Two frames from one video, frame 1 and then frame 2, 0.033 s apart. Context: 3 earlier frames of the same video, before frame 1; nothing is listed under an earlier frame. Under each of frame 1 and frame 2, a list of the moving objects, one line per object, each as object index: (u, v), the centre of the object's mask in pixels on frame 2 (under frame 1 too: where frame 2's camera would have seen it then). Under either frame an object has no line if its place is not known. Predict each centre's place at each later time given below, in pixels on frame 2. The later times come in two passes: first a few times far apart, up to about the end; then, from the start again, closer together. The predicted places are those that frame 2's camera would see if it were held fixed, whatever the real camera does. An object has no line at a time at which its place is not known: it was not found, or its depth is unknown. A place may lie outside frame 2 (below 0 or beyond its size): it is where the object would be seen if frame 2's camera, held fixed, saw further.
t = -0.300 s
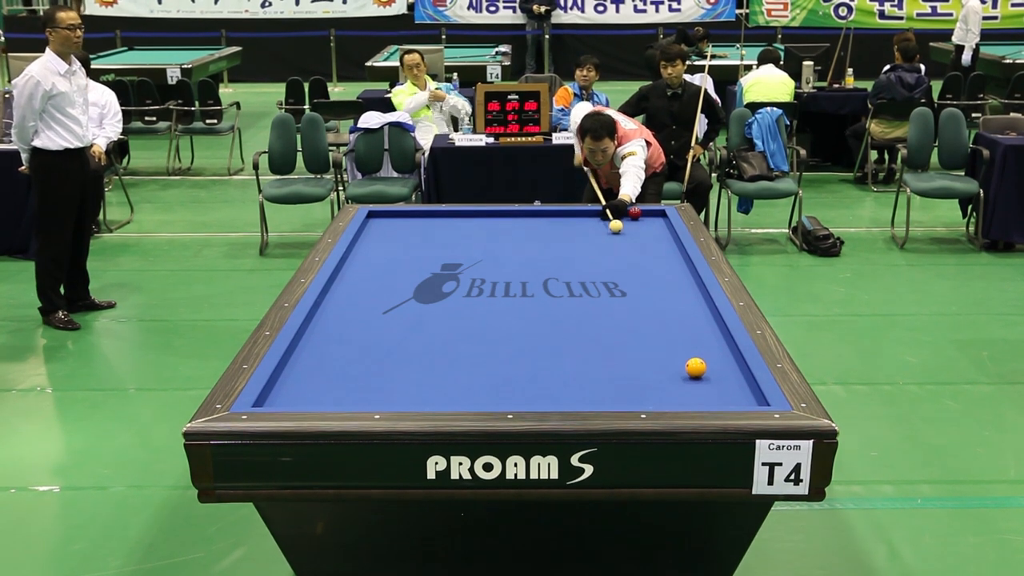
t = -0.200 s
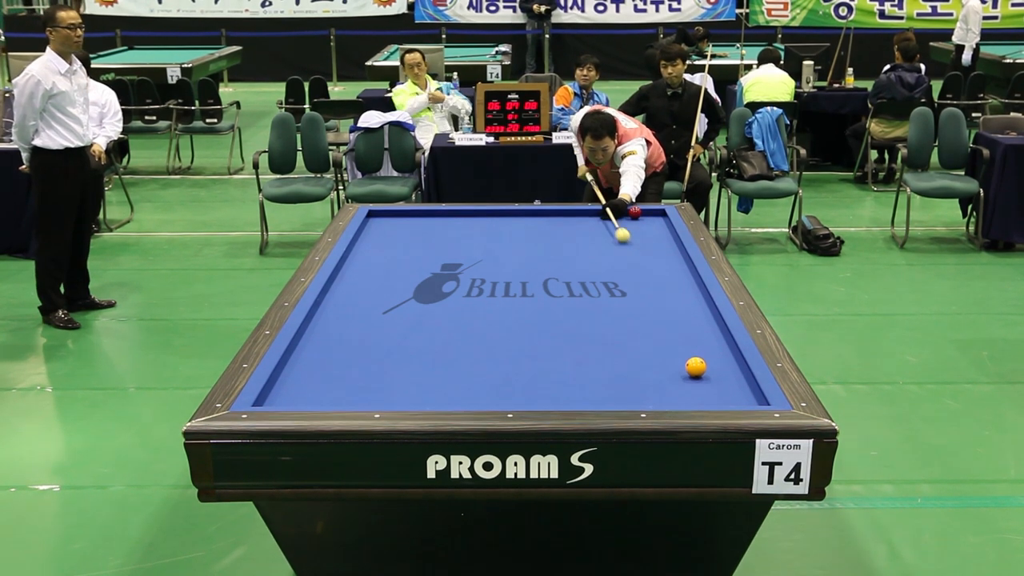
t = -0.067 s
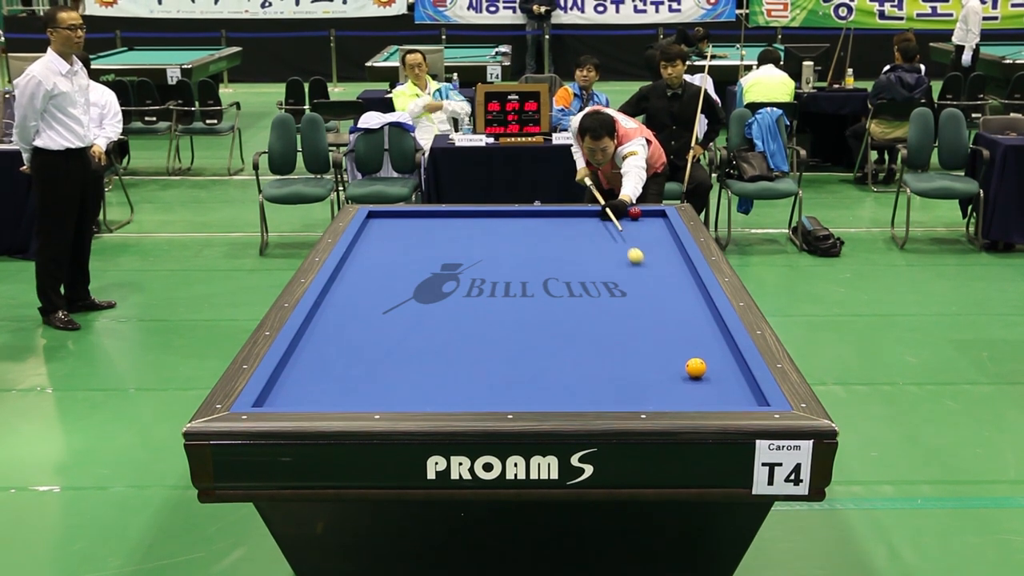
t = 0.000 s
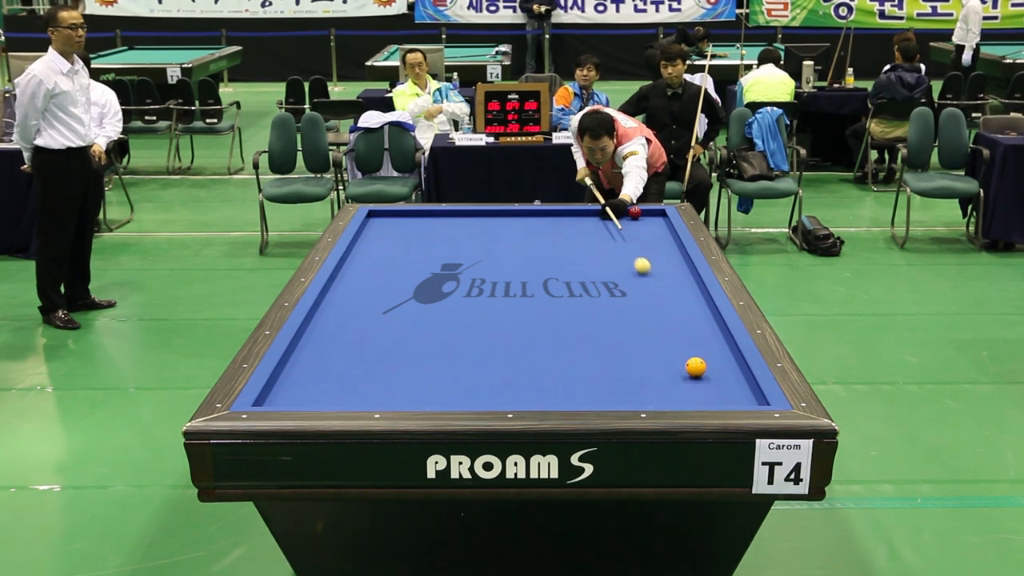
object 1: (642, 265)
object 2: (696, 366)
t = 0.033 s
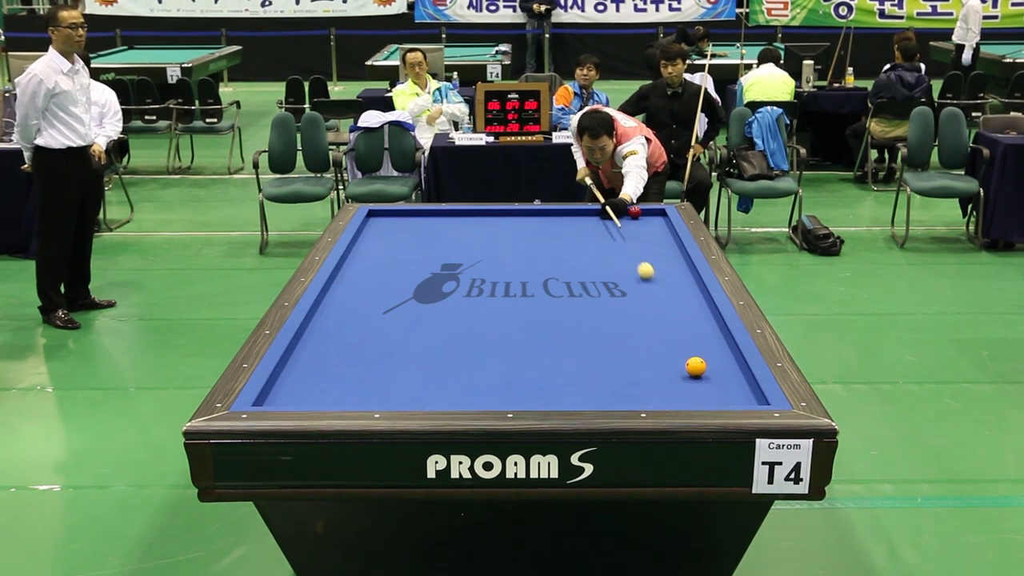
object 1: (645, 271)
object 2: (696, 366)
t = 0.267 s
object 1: (674, 316)
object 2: (696, 366)
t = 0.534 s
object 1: (737, 367)
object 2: (674, 384)
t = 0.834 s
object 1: (676, 396)
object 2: (617, 375)
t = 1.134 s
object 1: (600, 384)
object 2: (580, 346)
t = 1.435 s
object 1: (529, 366)
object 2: (548, 321)
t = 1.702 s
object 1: (472, 350)
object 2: (524, 302)
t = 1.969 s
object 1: (420, 337)
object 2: (502, 285)
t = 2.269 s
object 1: (367, 323)
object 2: (480, 268)
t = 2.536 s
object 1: (323, 311)
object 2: (463, 254)
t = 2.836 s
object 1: (352, 299)
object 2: (446, 240)
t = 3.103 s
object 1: (383, 290)
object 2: (432, 229)
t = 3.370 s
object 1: (412, 281)
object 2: (419, 219)
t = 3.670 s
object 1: (441, 271)
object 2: (407, 213)
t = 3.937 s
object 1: (466, 263)
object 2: (400, 219)
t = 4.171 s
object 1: (486, 258)
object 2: (393, 223)
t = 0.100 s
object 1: (653, 282)
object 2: (696, 366)
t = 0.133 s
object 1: (657, 289)
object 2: (696, 366)
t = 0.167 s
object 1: (661, 295)
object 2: (696, 366)
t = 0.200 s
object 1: (665, 302)
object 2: (696, 366)
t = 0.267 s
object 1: (674, 316)
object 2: (696, 366)
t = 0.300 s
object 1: (679, 323)
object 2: (696, 366)
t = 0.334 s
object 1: (684, 331)
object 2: (696, 366)
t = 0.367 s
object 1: (689, 339)
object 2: (696, 366)
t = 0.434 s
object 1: (701, 354)
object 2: (696, 367)
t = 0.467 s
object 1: (711, 362)
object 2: (691, 370)
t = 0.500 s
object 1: (725, 365)
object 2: (683, 377)
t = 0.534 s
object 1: (737, 367)
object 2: (674, 384)
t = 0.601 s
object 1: (725, 373)
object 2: (658, 397)
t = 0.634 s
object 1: (717, 376)
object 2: (649, 399)
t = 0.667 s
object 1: (709, 379)
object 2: (643, 396)
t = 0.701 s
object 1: (702, 382)
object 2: (637, 392)
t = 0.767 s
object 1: (689, 389)
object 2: (626, 383)
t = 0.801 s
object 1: (682, 393)
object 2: (621, 379)
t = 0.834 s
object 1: (676, 396)
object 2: (617, 375)
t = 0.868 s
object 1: (670, 398)
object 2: (612, 372)
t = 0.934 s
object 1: (652, 397)
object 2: (604, 365)
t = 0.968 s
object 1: (643, 395)
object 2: (599, 362)
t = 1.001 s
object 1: (634, 393)
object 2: (595, 359)
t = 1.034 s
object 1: (625, 391)
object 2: (591, 355)
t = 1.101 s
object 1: (608, 386)
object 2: (584, 349)
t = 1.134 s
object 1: (600, 384)
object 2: (580, 346)
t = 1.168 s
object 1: (591, 382)
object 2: (576, 343)
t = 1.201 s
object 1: (583, 380)
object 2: (572, 340)
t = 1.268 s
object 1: (567, 376)
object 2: (565, 334)
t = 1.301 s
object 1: (559, 373)
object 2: (562, 332)
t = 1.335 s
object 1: (552, 371)
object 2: (558, 329)
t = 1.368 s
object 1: (544, 369)
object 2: (555, 326)
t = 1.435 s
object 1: (529, 366)
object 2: (548, 321)
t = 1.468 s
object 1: (521, 363)
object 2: (545, 319)
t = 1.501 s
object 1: (514, 362)
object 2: (542, 316)
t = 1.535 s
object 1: (507, 359)
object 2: (539, 314)
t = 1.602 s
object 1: (493, 356)
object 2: (533, 309)
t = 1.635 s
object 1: (486, 354)
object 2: (529, 307)
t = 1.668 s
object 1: (479, 352)
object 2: (527, 304)
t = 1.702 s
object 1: (472, 350)
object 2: (524, 302)
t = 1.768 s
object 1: (458, 347)
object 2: (518, 297)
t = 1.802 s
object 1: (452, 345)
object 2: (515, 295)
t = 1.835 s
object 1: (445, 343)
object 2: (513, 293)
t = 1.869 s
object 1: (439, 342)
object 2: (510, 291)
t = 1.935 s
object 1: (426, 338)
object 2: (505, 287)
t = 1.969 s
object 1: (420, 337)
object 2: (502, 285)
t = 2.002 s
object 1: (413, 335)
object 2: (500, 283)
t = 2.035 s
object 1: (408, 333)
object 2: (497, 281)
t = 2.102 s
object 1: (396, 330)
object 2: (492, 277)
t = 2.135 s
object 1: (390, 329)
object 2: (490, 275)
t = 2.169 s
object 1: (384, 327)
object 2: (487, 273)
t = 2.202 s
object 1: (378, 326)
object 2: (485, 271)
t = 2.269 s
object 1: (367, 323)
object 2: (480, 268)
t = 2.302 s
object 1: (361, 321)
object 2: (478, 266)
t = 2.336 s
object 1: (355, 320)
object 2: (476, 264)
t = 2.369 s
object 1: (350, 318)
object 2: (474, 262)
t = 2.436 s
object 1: (339, 315)
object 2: (469, 259)
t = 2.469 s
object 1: (334, 314)
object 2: (467, 257)
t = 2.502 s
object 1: (329, 313)
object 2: (465, 255)
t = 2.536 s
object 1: (323, 311)
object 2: (463, 254)
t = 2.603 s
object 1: (321, 308)
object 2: (459, 251)
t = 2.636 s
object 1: (327, 307)
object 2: (457, 249)
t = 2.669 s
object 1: (332, 306)
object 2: (455, 248)
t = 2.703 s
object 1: (336, 305)
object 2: (453, 246)
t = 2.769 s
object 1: (344, 302)
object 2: (450, 243)
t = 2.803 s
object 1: (348, 301)
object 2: (448, 242)
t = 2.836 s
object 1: (352, 299)
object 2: (446, 240)
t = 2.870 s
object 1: (356, 298)
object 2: (444, 239)
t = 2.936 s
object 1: (364, 296)
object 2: (441, 236)
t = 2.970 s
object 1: (368, 294)
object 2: (439, 235)
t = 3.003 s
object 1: (372, 293)
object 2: (437, 233)
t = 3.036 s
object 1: (376, 292)
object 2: (435, 232)
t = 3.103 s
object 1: (383, 290)
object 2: (432, 229)
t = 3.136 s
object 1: (387, 289)
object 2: (430, 228)
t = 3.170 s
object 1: (390, 287)
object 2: (429, 227)
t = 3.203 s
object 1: (394, 286)
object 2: (427, 226)
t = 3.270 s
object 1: (401, 284)
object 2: (424, 223)
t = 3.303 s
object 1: (405, 283)
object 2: (422, 222)
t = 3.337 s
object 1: (408, 282)
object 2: (421, 220)
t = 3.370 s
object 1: (412, 281)
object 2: (419, 219)
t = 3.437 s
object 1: (418, 278)
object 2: (416, 217)
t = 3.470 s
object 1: (422, 277)
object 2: (415, 215)
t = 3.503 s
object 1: (425, 277)
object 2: (413, 214)
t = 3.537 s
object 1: (429, 275)
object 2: (412, 213)
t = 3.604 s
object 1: (435, 273)
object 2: (409, 211)
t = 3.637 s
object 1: (438, 272)
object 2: (408, 212)
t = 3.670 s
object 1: (441, 271)
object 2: (407, 213)
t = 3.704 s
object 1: (445, 270)
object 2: (406, 214)
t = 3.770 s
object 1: (451, 268)
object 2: (404, 215)
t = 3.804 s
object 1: (454, 267)
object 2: (403, 216)
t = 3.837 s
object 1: (457, 266)
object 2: (402, 216)
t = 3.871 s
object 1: (460, 265)
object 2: (402, 217)
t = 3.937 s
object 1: (466, 263)
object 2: (400, 219)
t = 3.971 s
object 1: (469, 263)
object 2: (399, 219)
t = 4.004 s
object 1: (472, 262)
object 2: (398, 220)
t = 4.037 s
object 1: (475, 261)
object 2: (397, 221)
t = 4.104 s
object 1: (481, 259)
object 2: (395, 222)
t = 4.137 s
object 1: (483, 258)
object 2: (394, 223)
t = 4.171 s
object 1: (486, 258)
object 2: (393, 223)
